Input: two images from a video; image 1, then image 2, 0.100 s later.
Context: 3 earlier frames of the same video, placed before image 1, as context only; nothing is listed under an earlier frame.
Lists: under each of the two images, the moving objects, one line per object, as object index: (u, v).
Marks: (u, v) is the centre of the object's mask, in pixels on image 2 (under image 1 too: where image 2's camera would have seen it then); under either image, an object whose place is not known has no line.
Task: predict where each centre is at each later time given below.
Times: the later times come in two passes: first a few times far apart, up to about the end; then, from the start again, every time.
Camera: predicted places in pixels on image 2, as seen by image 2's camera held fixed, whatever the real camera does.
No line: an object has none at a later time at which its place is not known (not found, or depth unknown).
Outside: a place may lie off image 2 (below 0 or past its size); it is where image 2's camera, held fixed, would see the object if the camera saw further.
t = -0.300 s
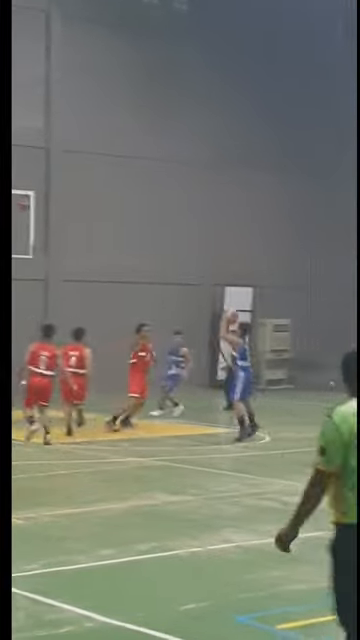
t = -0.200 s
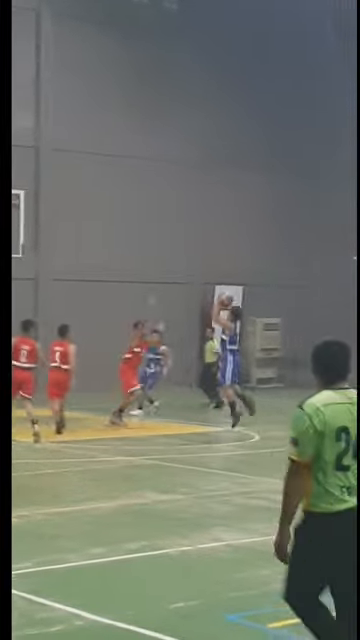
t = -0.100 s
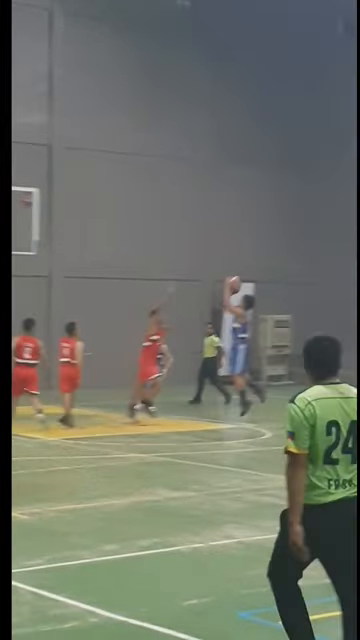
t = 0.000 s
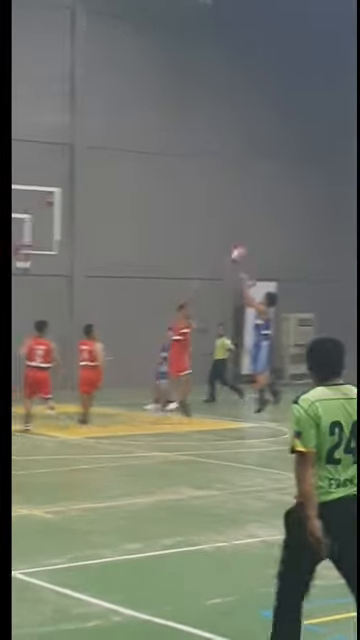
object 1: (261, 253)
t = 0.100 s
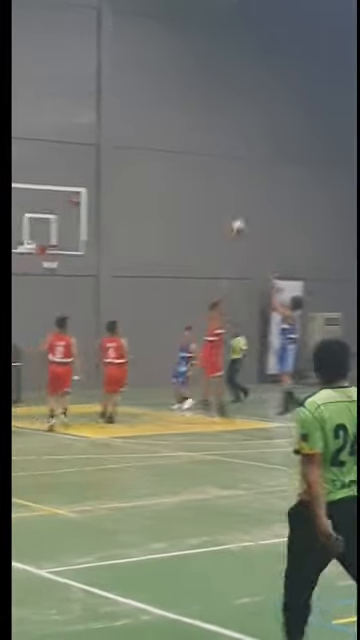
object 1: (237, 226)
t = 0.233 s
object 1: (205, 202)
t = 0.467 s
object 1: (151, 183)
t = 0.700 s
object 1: (100, 194)
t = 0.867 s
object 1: (66, 224)
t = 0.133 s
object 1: (229, 218)
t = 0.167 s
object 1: (221, 212)
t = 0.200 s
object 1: (213, 207)
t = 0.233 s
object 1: (205, 202)
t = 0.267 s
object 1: (196, 196)
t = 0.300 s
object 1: (188, 191)
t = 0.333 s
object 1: (180, 188)
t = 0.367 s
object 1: (173, 186)
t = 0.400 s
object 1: (166, 184)
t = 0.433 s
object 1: (159, 184)
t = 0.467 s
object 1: (151, 183)
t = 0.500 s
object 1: (143, 183)
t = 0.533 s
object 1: (136, 183)
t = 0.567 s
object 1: (128, 184)
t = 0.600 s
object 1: (122, 186)
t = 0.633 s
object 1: (115, 189)
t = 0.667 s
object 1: (107, 192)
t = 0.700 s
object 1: (100, 194)
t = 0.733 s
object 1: (94, 201)
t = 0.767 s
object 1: (85, 207)
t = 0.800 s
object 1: (79, 210)
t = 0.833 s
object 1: (73, 217)
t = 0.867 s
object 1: (66, 224)
